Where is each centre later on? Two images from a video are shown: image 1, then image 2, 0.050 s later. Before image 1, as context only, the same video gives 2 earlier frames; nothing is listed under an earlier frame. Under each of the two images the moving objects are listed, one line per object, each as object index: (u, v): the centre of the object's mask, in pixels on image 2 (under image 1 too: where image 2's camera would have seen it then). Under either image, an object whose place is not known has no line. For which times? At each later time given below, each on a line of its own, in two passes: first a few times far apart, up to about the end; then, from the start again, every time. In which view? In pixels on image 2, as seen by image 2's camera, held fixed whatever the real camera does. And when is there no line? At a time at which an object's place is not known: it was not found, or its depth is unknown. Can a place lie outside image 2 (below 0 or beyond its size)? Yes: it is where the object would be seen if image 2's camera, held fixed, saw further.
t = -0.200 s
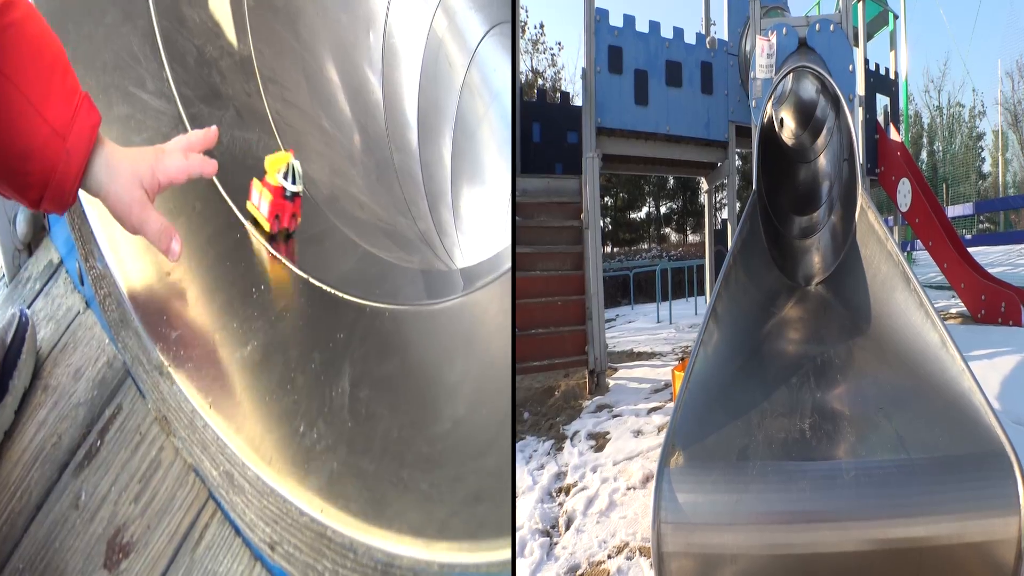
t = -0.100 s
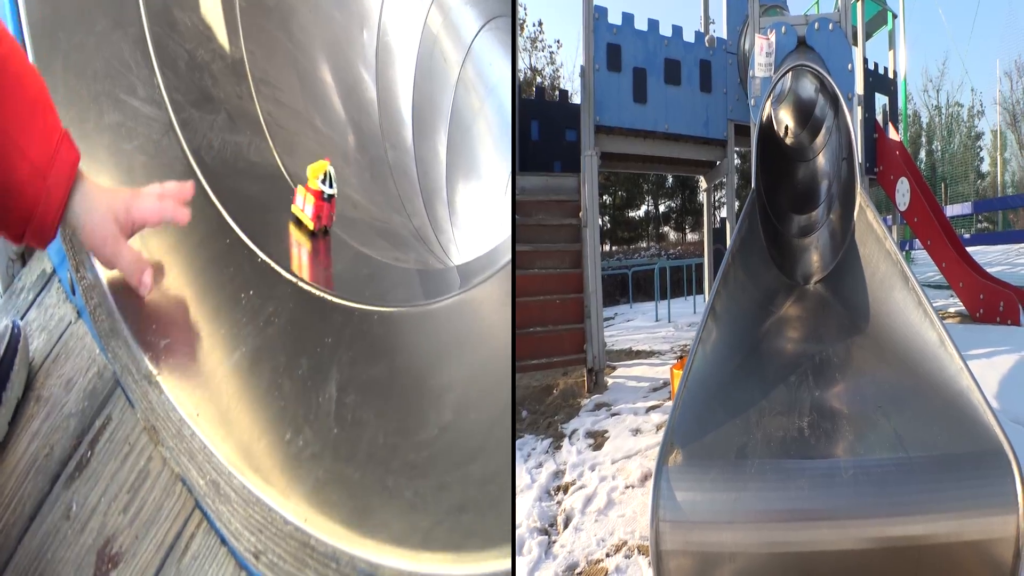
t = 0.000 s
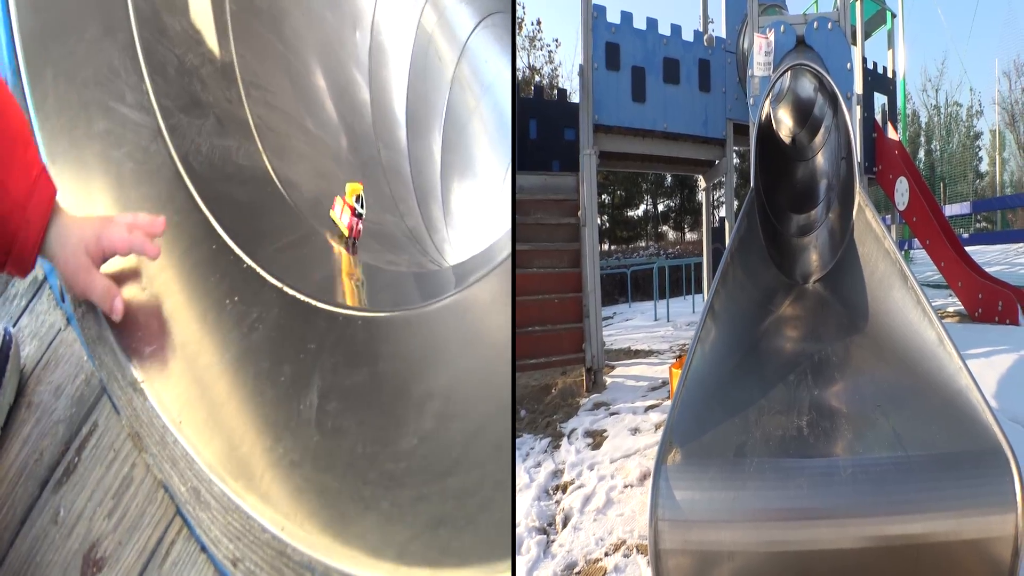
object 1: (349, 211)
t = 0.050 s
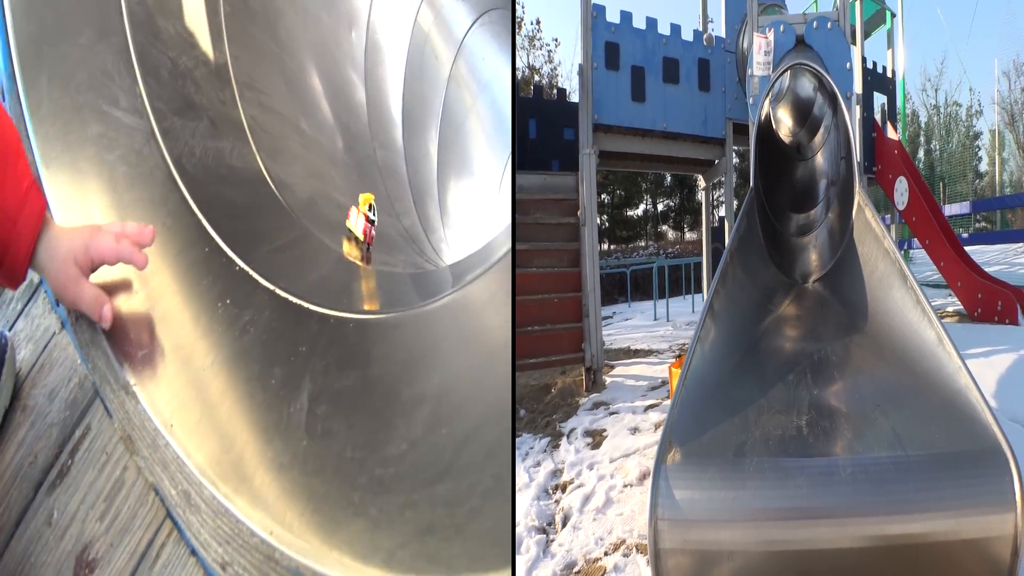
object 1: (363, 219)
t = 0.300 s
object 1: (416, 254)
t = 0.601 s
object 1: (451, 272)
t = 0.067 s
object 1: (368, 223)
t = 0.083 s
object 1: (373, 226)
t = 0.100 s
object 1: (377, 229)
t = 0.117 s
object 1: (381, 232)
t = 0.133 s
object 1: (386, 234)
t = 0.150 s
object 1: (390, 237)
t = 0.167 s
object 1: (394, 240)
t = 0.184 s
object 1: (397, 243)
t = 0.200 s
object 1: (401, 245)
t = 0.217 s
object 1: (404, 247)
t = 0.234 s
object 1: (406, 248)
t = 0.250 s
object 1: (410, 249)
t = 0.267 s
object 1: (412, 250)
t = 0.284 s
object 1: (414, 253)
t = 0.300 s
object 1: (416, 254)
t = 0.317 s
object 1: (418, 254)
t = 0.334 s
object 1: (420, 257)
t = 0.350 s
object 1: (421, 258)
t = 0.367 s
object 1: (423, 258)
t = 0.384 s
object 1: (424, 259)
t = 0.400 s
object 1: (426, 261)
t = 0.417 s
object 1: (428, 262)
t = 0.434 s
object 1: (429, 263)
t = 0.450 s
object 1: (431, 262)
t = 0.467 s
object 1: (433, 263)
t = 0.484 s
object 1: (435, 262)
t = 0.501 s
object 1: (436, 264)
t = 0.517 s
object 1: (438, 266)
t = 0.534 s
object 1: (441, 267)
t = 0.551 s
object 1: (444, 269)
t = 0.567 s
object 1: (446, 269)
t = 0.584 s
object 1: (449, 270)
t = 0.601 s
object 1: (451, 272)
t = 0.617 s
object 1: (453, 272)
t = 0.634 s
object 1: (456, 272)
